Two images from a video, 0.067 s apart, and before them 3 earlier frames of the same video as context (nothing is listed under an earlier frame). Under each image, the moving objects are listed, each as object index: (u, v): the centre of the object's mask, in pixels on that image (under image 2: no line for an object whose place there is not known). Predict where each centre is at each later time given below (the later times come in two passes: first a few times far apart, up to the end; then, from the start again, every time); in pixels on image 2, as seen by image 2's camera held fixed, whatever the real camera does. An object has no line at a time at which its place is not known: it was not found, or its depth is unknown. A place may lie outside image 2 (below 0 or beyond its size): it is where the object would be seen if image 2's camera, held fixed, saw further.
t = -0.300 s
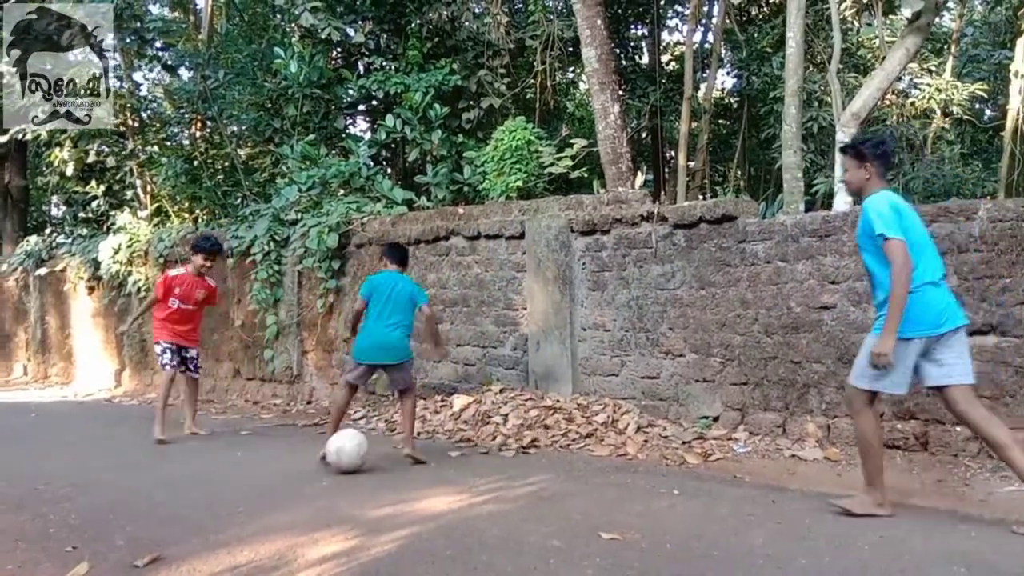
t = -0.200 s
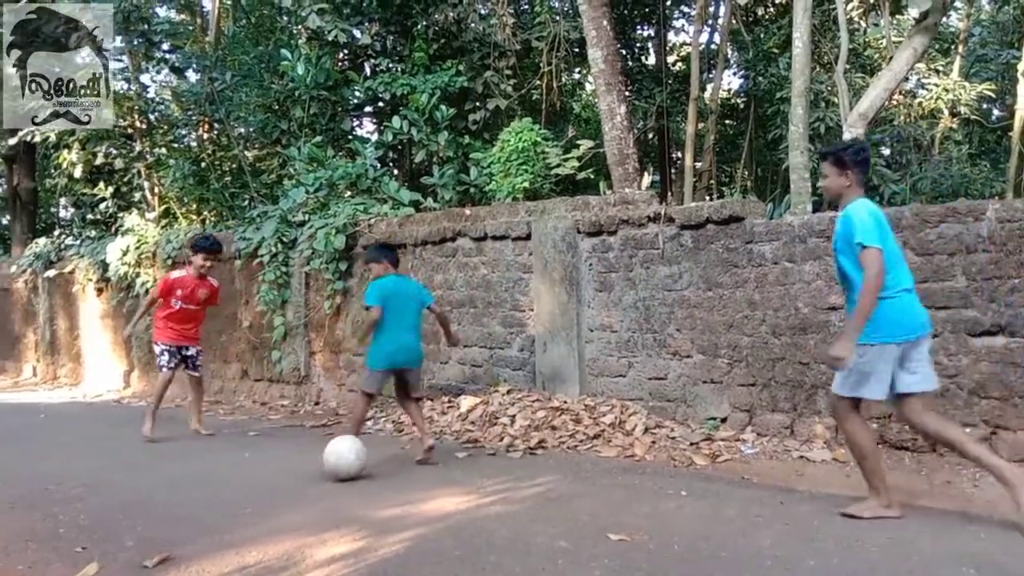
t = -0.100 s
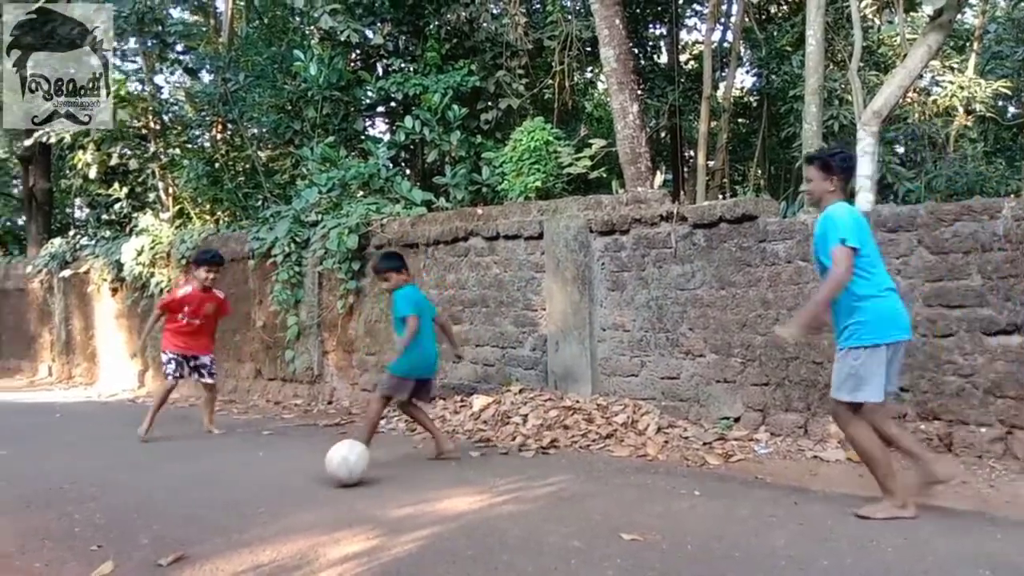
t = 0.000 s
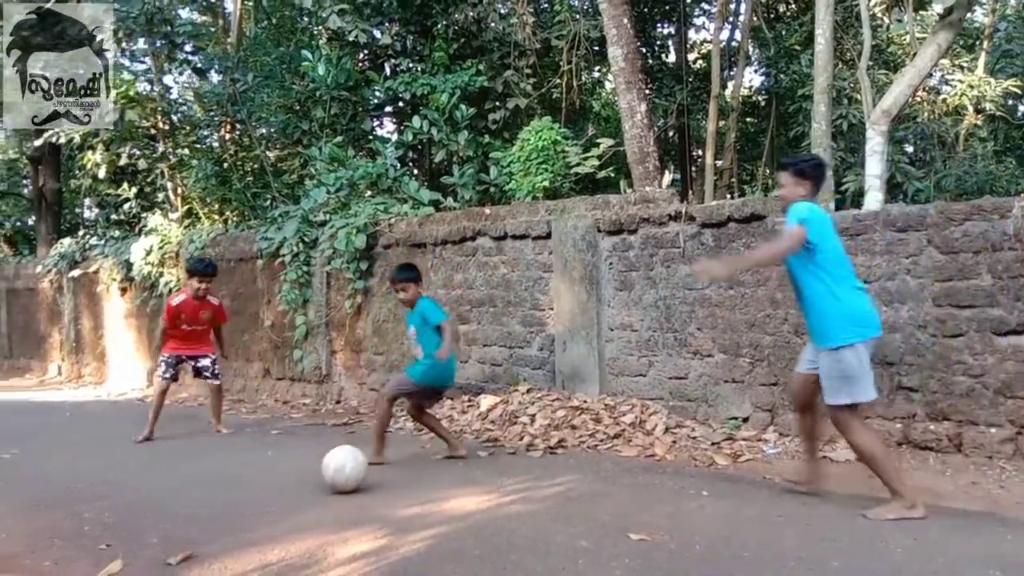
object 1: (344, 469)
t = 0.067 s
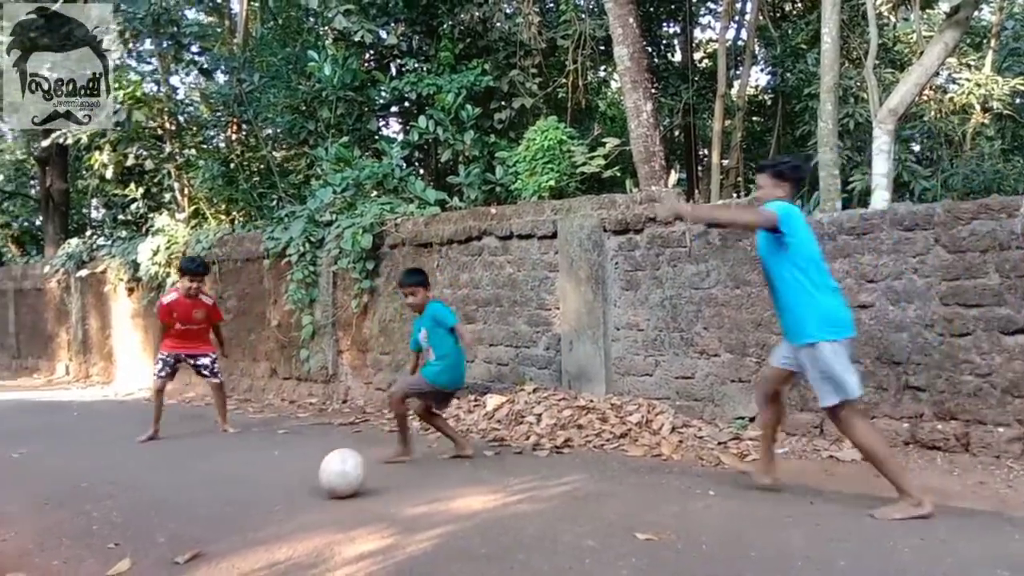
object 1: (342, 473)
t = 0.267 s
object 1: (313, 487)
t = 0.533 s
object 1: (267, 509)
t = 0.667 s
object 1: (238, 522)
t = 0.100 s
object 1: (338, 476)
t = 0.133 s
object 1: (333, 477)
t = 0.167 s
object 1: (328, 480)
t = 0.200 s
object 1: (324, 482)
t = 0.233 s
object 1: (319, 484)
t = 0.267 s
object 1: (313, 487)
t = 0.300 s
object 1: (308, 489)
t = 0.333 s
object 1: (303, 491)
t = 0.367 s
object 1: (298, 494)
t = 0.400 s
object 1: (293, 496)
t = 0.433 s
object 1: (287, 498)
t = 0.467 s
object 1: (280, 502)
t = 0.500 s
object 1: (274, 505)
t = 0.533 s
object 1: (267, 509)
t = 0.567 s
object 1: (260, 512)
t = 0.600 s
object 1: (253, 515)
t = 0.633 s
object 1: (246, 519)
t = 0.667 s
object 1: (238, 522)
